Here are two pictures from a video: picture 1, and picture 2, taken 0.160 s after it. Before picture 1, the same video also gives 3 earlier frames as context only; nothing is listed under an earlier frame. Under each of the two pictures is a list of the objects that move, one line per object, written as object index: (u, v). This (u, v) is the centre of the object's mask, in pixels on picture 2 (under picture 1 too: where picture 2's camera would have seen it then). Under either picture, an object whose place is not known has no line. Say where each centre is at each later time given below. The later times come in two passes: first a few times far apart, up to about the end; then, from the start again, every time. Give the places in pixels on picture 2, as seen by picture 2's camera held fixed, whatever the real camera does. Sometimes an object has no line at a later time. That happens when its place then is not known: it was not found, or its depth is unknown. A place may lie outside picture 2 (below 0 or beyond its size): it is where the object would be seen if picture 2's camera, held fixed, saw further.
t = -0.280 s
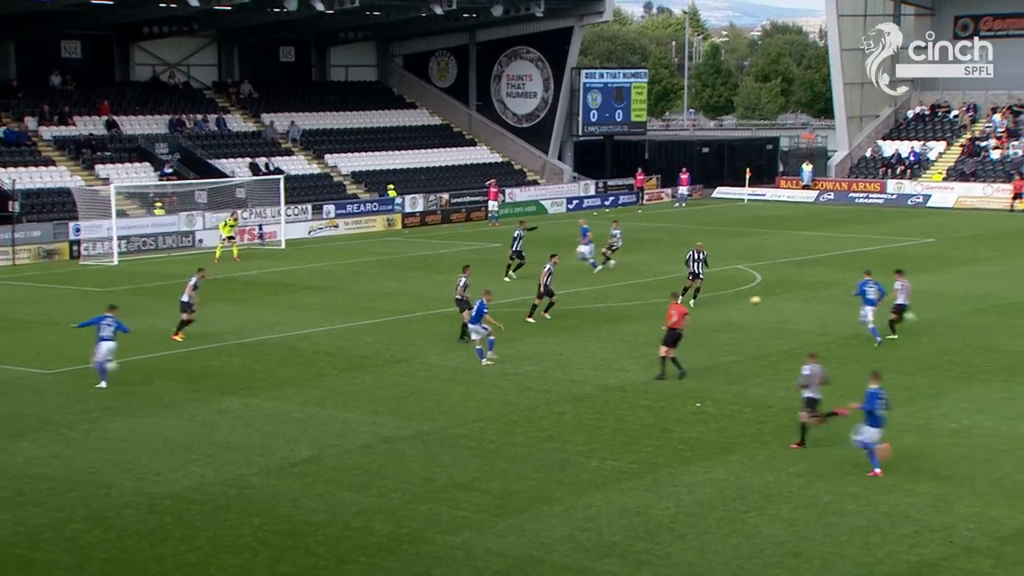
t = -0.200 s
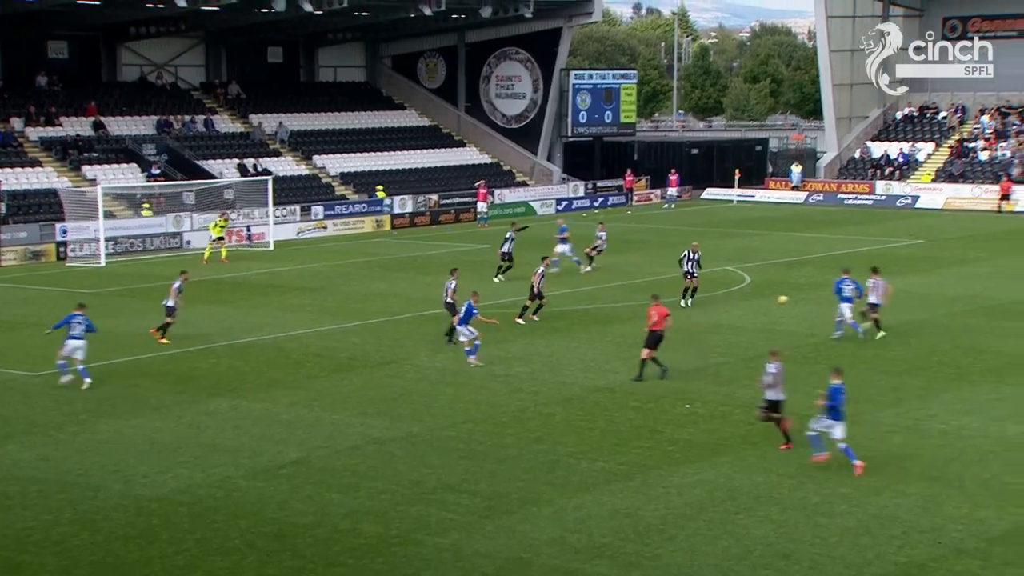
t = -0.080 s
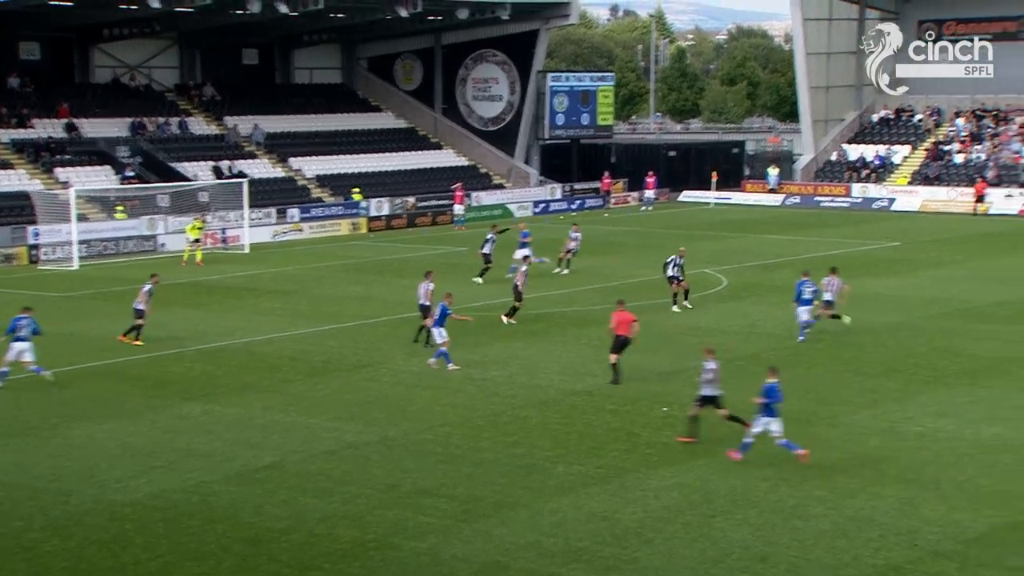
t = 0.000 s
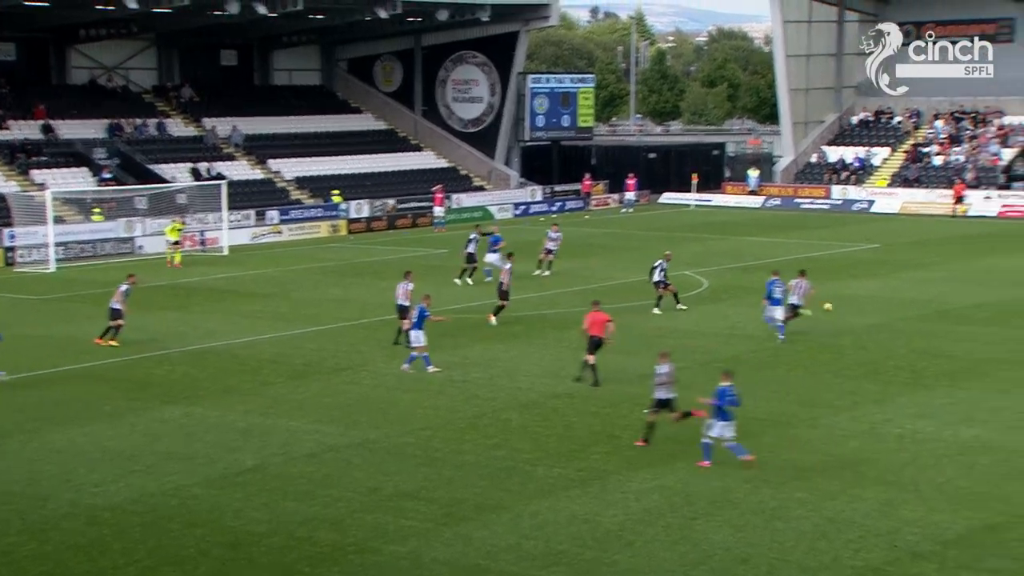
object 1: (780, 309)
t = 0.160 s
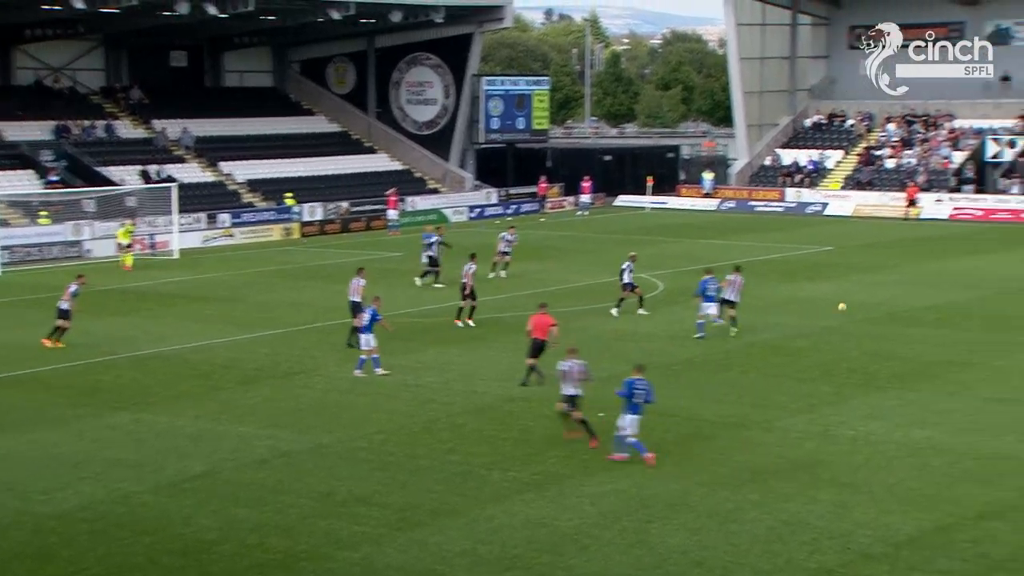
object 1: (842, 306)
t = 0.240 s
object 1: (868, 297)
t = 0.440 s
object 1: (929, 287)
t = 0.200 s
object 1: (855, 300)
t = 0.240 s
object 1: (868, 297)
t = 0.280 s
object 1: (880, 293)
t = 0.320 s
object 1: (893, 291)
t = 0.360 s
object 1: (905, 289)
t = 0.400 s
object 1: (917, 287)
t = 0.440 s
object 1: (929, 287)
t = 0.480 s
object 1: (940, 287)
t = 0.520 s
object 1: (951, 288)
